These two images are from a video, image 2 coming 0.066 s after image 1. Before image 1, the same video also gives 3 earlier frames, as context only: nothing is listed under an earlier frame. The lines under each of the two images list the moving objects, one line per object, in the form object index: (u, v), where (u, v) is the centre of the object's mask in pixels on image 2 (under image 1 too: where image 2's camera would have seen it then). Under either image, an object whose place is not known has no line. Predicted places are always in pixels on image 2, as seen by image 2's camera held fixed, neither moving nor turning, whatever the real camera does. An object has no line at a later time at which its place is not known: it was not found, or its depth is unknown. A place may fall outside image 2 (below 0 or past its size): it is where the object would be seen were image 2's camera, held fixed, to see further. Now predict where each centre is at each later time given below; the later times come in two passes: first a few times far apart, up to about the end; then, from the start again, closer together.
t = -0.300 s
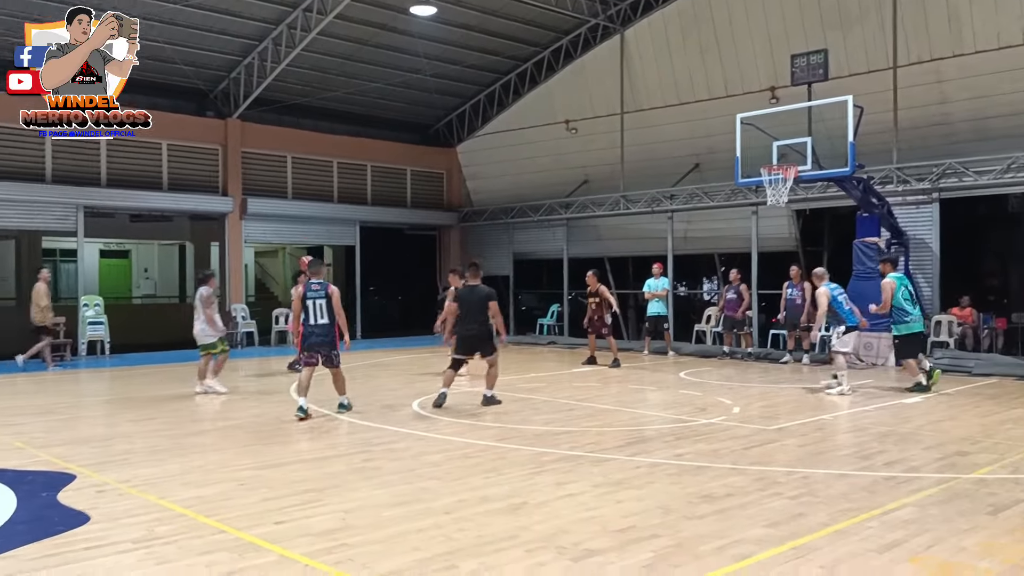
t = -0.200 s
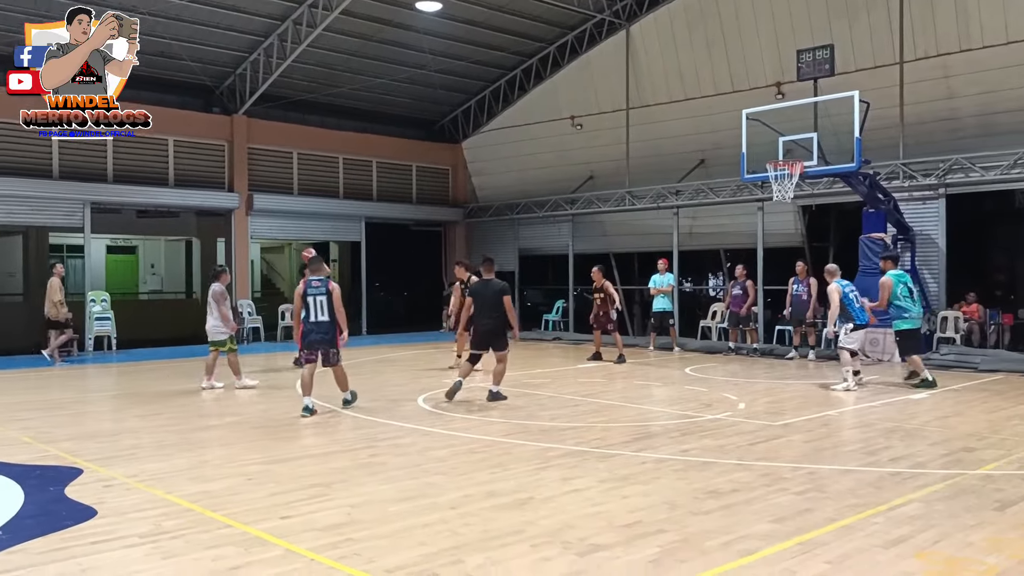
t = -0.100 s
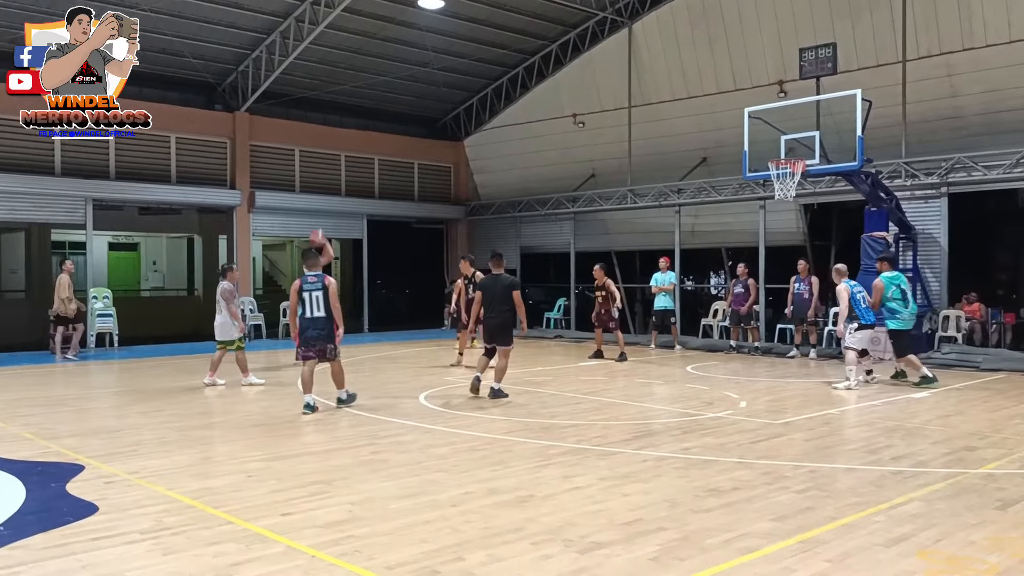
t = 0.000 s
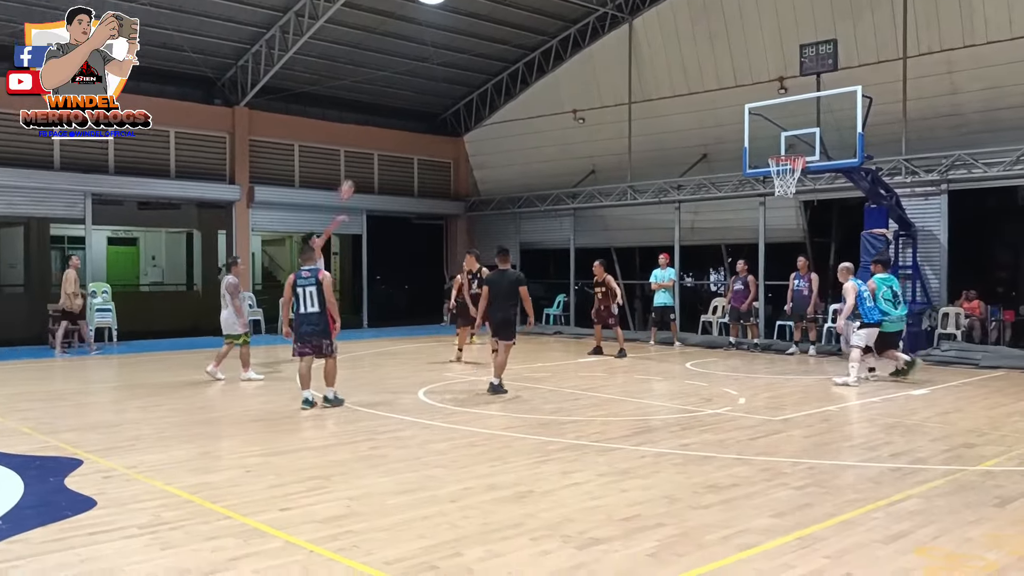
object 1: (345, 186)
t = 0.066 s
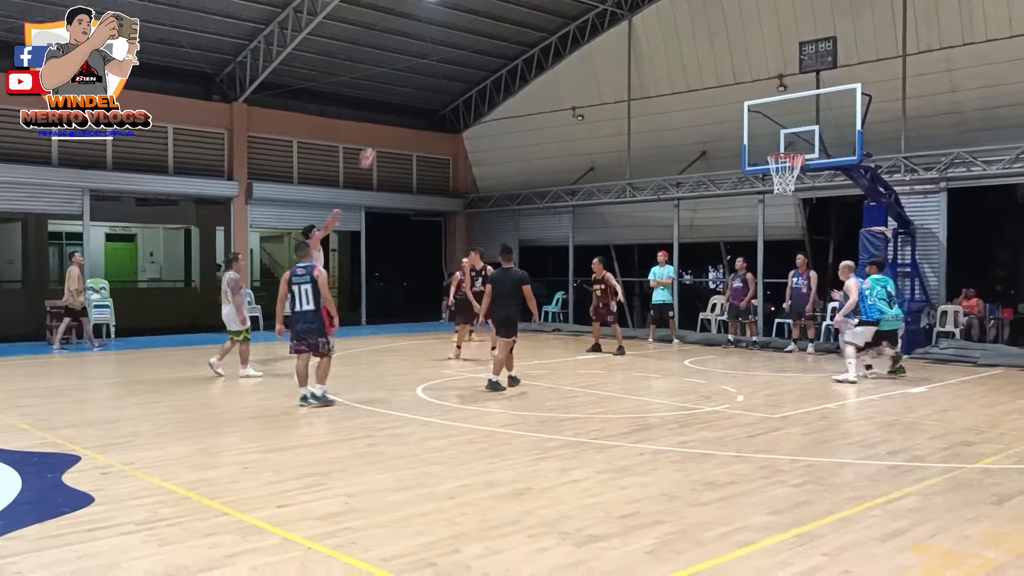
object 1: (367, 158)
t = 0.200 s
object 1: (411, 108)
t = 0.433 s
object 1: (489, 48)
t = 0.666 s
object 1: (567, 22)
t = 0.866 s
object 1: (633, 30)
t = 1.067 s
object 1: (700, 64)
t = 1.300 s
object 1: (780, 141)
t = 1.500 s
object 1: (748, 105)
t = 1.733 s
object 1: (687, 74)
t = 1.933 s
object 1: (634, 78)
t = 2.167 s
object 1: (567, 123)
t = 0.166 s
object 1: (400, 119)
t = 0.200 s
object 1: (411, 108)
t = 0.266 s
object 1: (434, 87)
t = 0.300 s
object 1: (444, 78)
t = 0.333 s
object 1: (456, 69)
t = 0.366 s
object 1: (466, 62)
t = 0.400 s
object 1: (477, 54)
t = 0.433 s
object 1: (489, 48)
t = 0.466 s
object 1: (500, 42)
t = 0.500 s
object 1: (511, 37)
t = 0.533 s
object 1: (522, 33)
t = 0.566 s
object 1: (533, 29)
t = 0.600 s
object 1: (545, 26)
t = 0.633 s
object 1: (556, 24)
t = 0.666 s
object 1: (567, 22)
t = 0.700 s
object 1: (578, 22)
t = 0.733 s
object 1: (589, 22)
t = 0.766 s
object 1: (599, 23)
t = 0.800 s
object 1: (611, 24)
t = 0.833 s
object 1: (622, 27)
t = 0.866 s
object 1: (633, 30)
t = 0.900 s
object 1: (644, 34)
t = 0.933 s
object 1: (656, 39)
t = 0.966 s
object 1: (667, 44)
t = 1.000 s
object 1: (679, 50)
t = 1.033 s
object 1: (689, 57)
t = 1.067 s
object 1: (700, 64)
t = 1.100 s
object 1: (712, 72)
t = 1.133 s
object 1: (723, 81)
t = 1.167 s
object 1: (735, 92)
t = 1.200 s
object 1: (746, 103)
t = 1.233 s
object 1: (757, 115)
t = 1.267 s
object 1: (768, 127)
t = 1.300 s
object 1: (780, 141)
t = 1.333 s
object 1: (788, 147)
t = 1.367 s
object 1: (780, 139)
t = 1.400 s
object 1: (771, 128)
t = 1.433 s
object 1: (763, 119)
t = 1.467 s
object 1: (755, 112)
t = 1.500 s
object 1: (748, 105)
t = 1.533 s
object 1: (739, 97)
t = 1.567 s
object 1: (731, 92)
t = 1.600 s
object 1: (722, 86)
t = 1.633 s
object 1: (713, 81)
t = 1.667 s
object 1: (704, 78)
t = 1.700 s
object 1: (696, 76)
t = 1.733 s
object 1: (687, 74)
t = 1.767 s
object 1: (679, 72)
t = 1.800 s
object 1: (670, 72)
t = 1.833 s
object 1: (661, 72)
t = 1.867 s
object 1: (652, 73)
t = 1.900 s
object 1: (642, 75)
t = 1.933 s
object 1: (634, 78)
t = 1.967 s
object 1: (625, 82)
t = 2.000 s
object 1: (616, 86)
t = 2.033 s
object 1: (606, 92)
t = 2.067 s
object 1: (597, 98)
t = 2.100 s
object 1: (588, 106)
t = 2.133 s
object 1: (575, 113)
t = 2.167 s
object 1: (567, 123)
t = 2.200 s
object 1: (558, 134)
